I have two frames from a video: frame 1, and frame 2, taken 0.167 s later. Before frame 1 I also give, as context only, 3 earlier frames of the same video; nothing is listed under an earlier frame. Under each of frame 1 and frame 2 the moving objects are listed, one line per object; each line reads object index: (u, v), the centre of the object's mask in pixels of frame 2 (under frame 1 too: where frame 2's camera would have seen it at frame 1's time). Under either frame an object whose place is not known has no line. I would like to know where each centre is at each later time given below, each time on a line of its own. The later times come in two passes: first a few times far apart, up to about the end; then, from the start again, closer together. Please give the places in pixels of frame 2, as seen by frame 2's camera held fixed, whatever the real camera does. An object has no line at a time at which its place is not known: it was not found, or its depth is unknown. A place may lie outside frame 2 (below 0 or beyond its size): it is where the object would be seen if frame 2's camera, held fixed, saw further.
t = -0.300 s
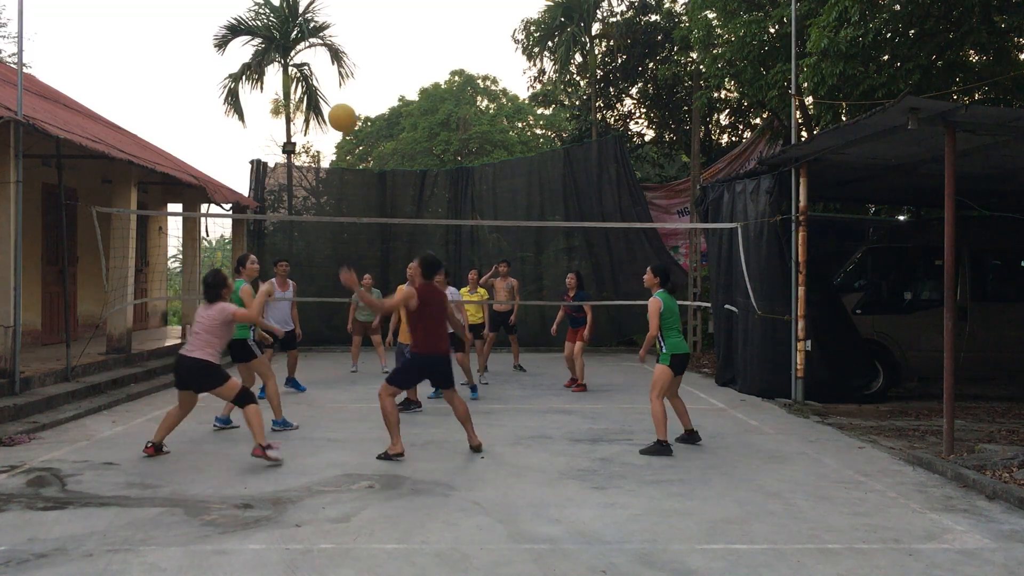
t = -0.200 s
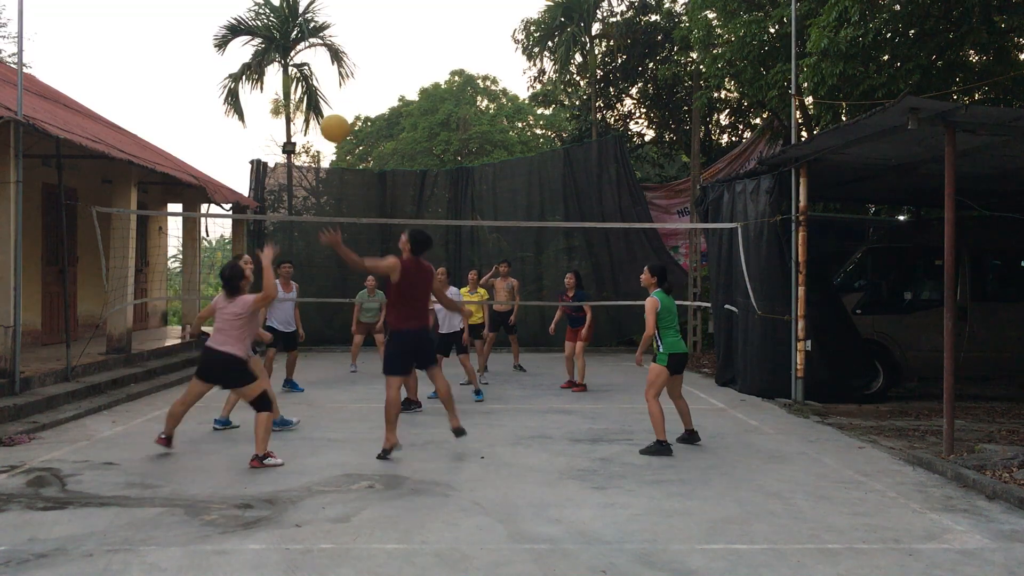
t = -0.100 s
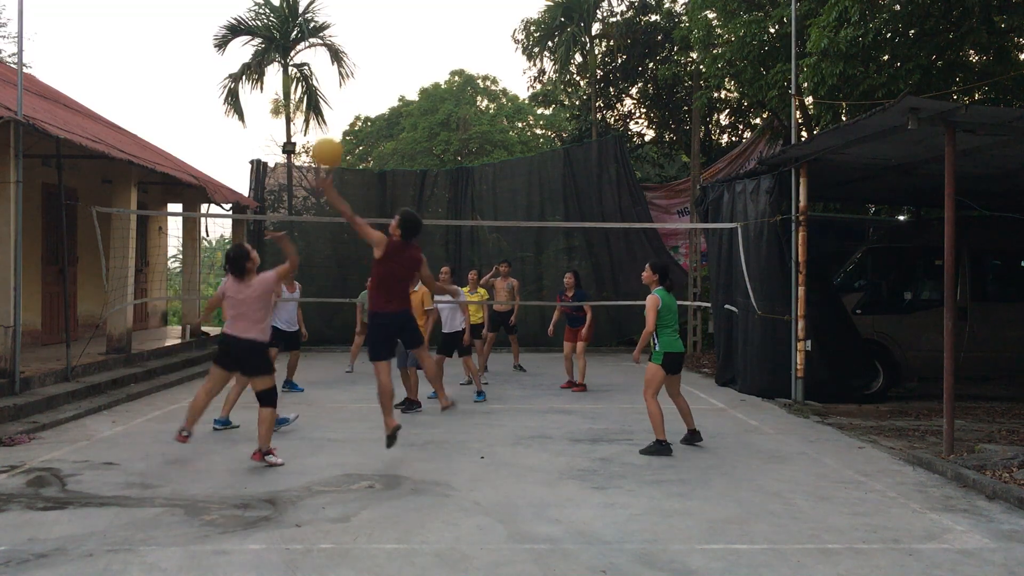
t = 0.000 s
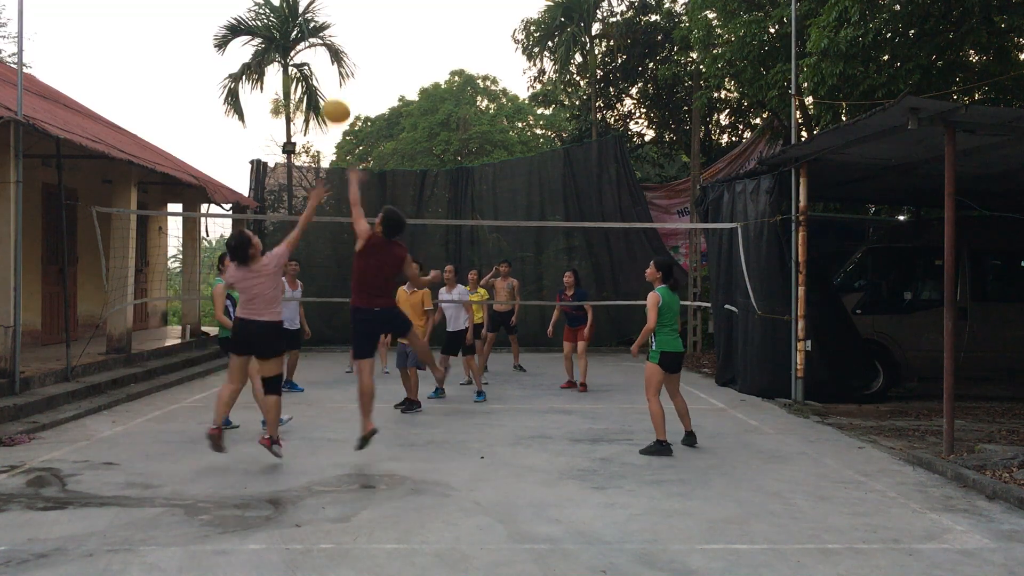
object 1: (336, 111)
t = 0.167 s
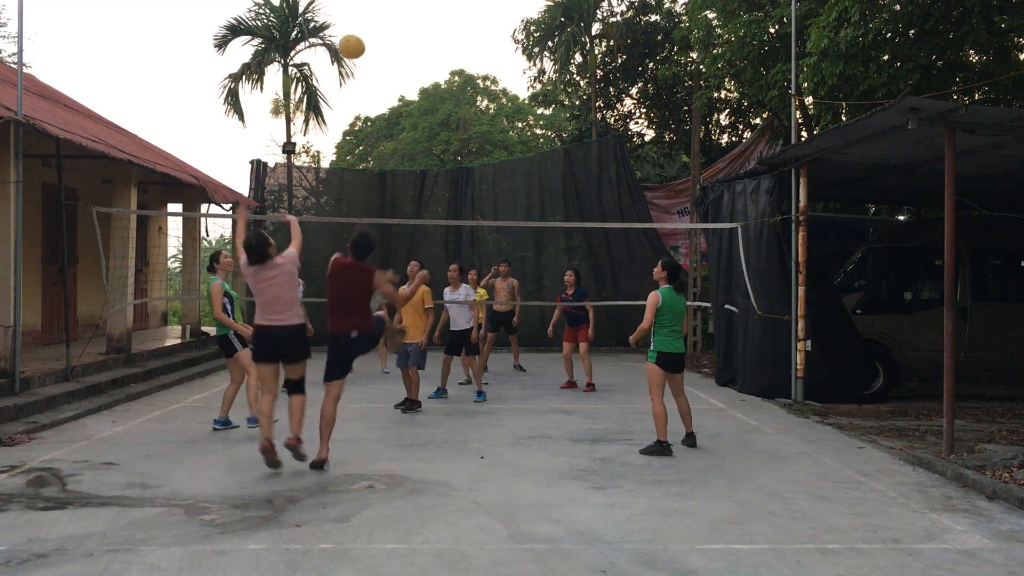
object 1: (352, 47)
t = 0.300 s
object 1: (362, 25)
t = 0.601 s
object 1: (379, 48)
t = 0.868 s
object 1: (386, 121)
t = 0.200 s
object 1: (354, 39)
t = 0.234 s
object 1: (357, 32)
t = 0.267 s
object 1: (359, 28)
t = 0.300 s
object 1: (362, 25)
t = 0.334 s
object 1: (364, 23)
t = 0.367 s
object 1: (366, 23)
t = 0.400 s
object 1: (369, 24)
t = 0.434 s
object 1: (371, 25)
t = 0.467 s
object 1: (372, 28)
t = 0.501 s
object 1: (374, 32)
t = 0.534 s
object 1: (376, 37)
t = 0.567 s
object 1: (377, 42)
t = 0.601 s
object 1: (379, 48)
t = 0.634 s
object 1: (380, 55)
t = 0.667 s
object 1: (381, 62)
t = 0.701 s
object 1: (382, 71)
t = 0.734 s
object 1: (383, 80)
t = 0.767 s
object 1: (384, 89)
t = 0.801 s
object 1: (384, 99)
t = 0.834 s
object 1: (385, 110)
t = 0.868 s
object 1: (386, 121)
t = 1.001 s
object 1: (388, 169)
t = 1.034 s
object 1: (389, 183)
